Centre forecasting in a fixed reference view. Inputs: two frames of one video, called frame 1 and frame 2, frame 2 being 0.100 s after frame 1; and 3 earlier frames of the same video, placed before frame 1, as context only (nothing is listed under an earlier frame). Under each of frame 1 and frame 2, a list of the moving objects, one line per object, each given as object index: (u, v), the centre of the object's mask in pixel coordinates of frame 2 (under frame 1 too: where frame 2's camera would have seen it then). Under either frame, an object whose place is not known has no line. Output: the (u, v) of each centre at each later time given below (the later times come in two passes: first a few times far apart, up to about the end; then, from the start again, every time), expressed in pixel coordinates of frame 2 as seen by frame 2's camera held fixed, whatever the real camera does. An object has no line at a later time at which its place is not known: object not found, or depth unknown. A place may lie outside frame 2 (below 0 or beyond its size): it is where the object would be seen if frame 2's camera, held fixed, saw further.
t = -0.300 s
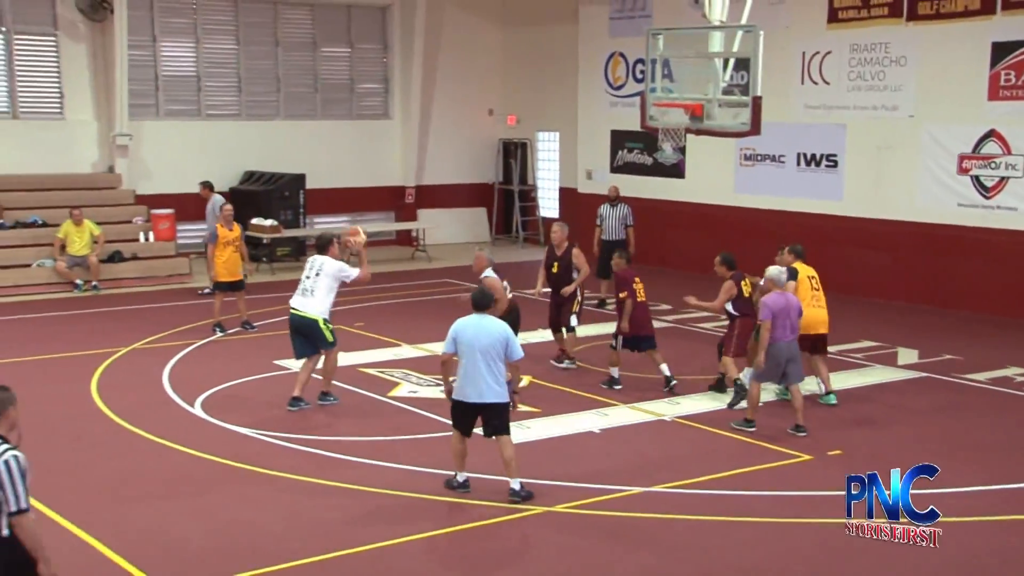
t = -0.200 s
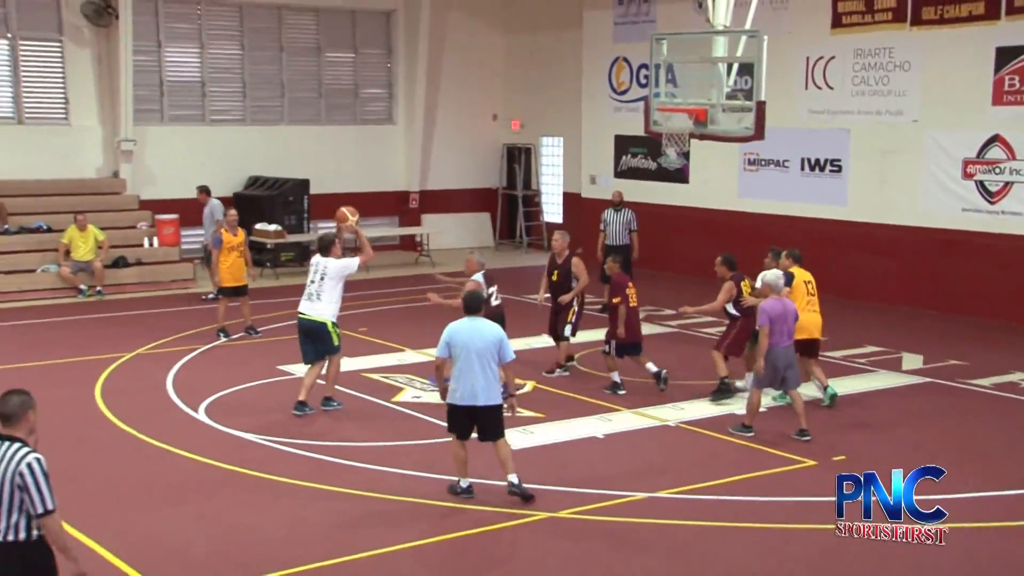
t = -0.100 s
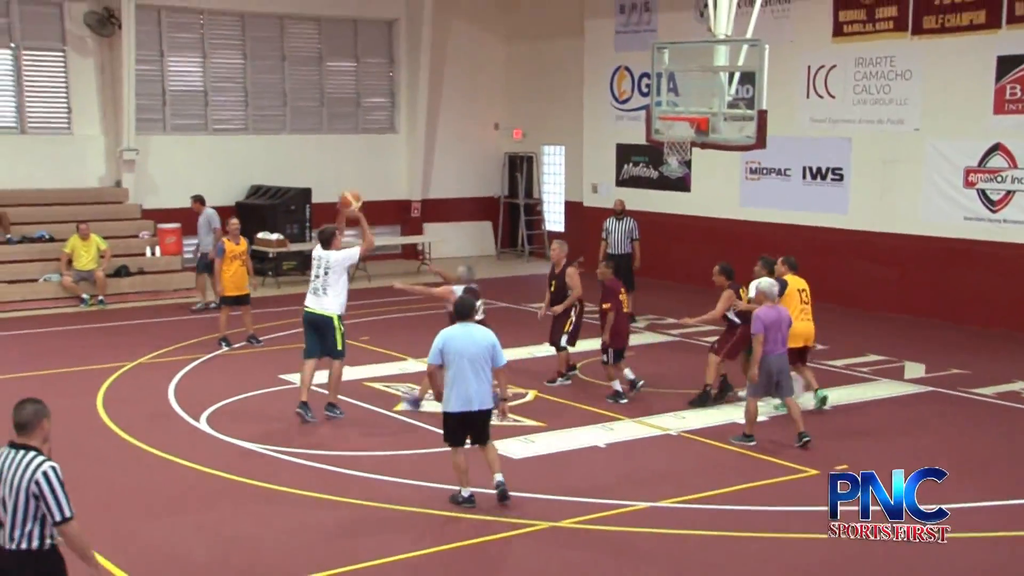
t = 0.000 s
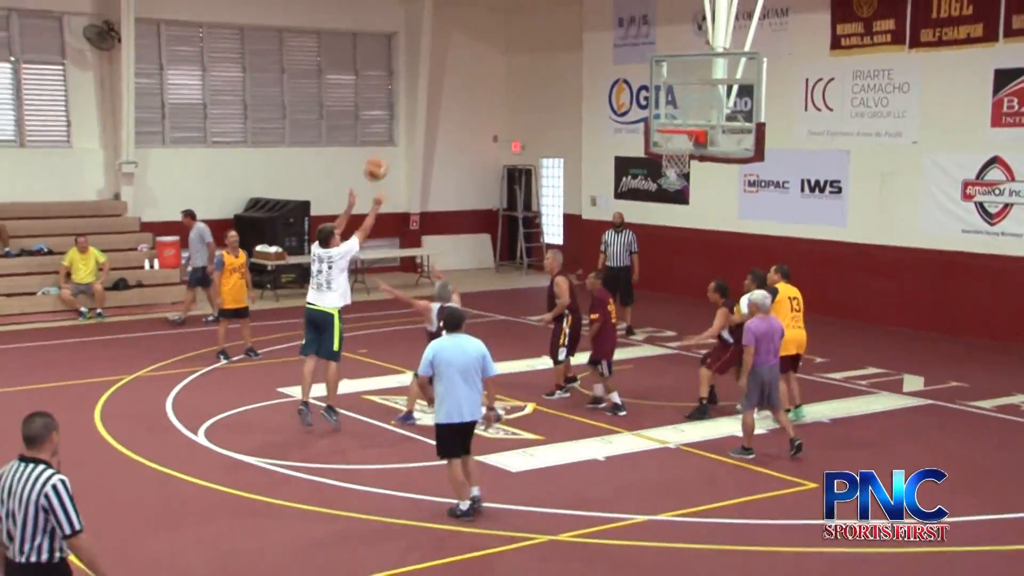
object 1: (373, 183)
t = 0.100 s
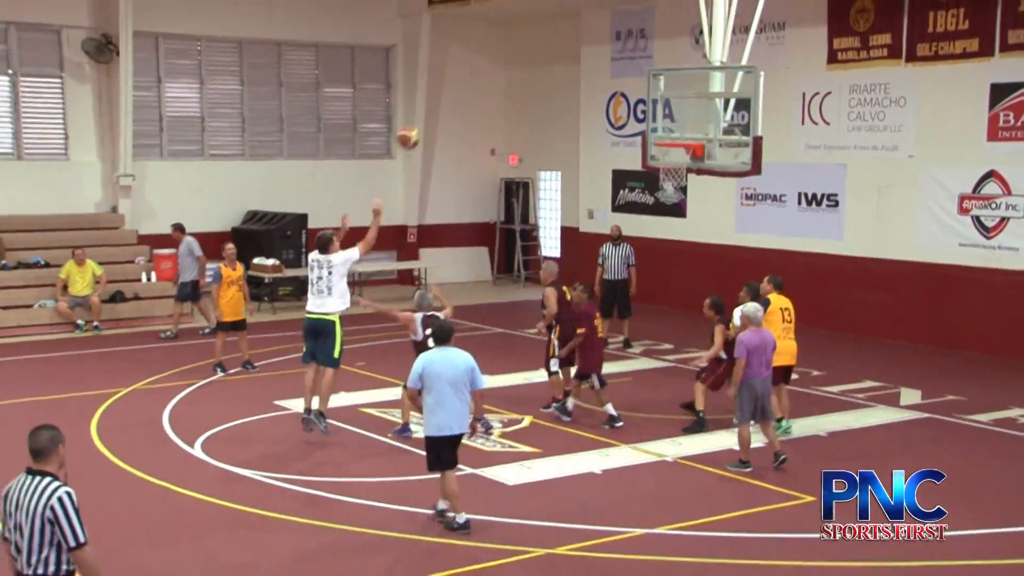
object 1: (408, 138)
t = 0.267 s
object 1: (464, 87)
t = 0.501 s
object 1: (536, 61)
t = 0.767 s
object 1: (610, 88)
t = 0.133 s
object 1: (420, 125)
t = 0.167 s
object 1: (431, 113)
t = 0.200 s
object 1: (441, 103)
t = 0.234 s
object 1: (452, 95)
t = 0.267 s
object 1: (464, 87)
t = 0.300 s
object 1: (475, 81)
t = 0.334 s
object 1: (484, 75)
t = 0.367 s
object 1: (496, 70)
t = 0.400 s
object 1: (506, 66)
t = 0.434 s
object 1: (517, 63)
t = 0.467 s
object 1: (526, 62)
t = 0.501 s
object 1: (536, 61)
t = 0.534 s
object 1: (547, 61)
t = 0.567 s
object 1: (557, 61)
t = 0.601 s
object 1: (564, 63)
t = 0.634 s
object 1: (574, 66)
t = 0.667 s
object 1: (583, 71)
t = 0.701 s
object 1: (592, 75)
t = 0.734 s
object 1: (601, 81)
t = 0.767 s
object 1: (610, 88)
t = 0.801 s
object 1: (618, 96)
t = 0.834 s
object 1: (628, 103)
